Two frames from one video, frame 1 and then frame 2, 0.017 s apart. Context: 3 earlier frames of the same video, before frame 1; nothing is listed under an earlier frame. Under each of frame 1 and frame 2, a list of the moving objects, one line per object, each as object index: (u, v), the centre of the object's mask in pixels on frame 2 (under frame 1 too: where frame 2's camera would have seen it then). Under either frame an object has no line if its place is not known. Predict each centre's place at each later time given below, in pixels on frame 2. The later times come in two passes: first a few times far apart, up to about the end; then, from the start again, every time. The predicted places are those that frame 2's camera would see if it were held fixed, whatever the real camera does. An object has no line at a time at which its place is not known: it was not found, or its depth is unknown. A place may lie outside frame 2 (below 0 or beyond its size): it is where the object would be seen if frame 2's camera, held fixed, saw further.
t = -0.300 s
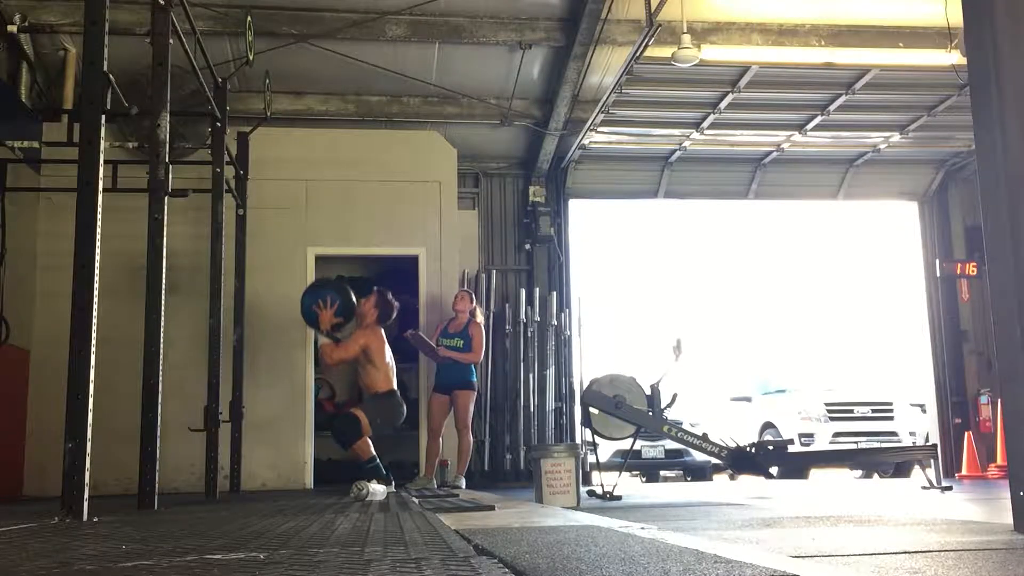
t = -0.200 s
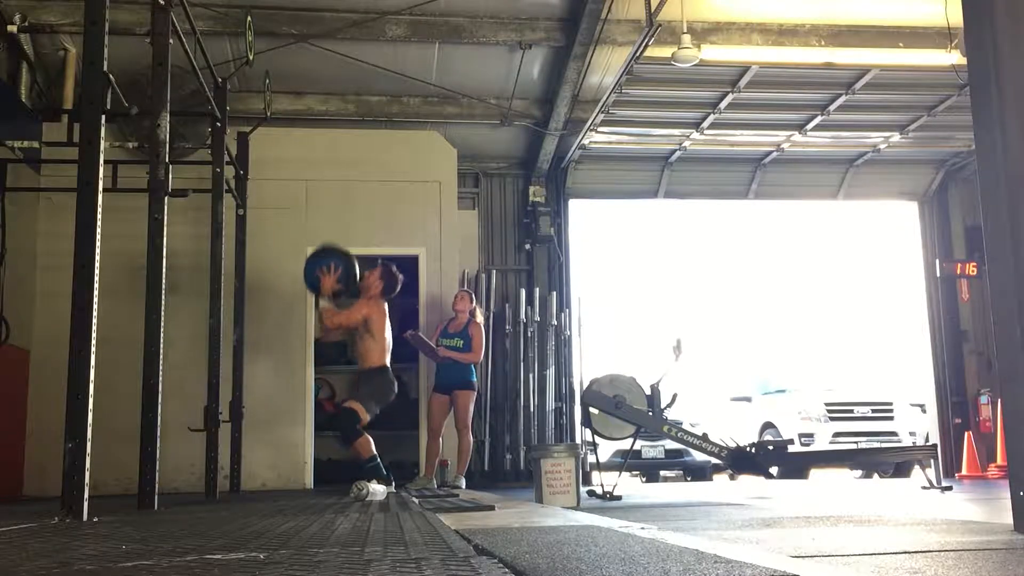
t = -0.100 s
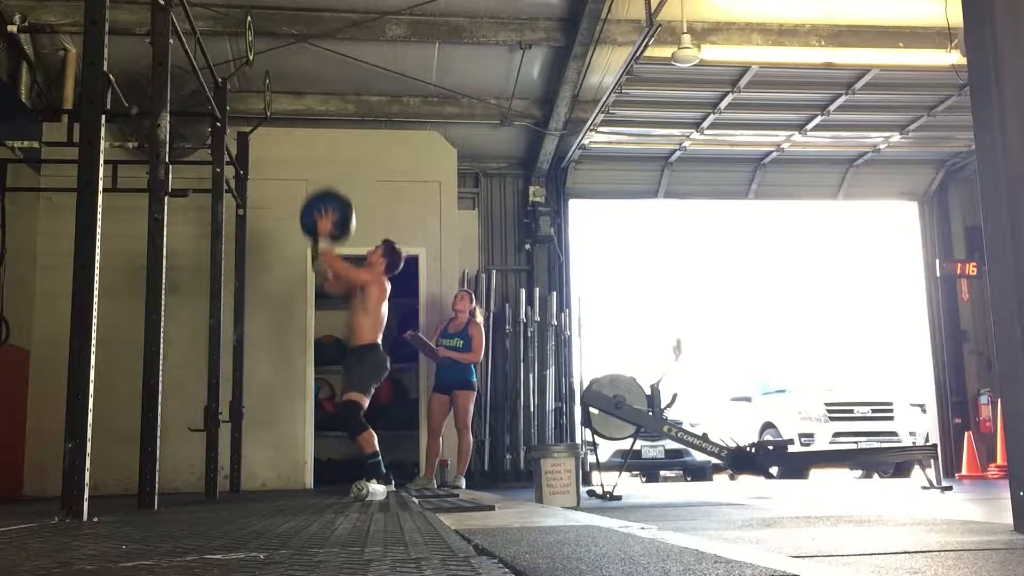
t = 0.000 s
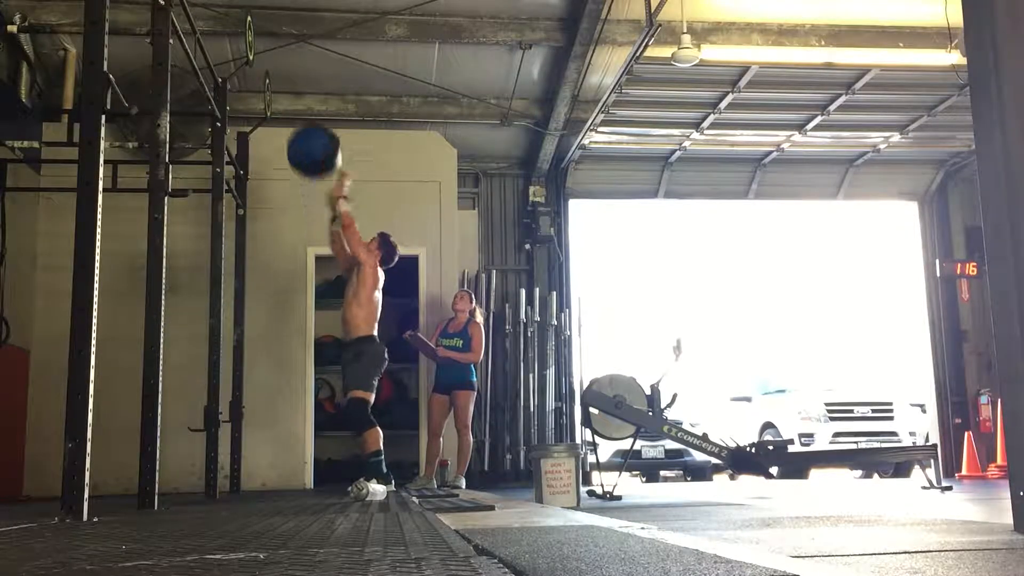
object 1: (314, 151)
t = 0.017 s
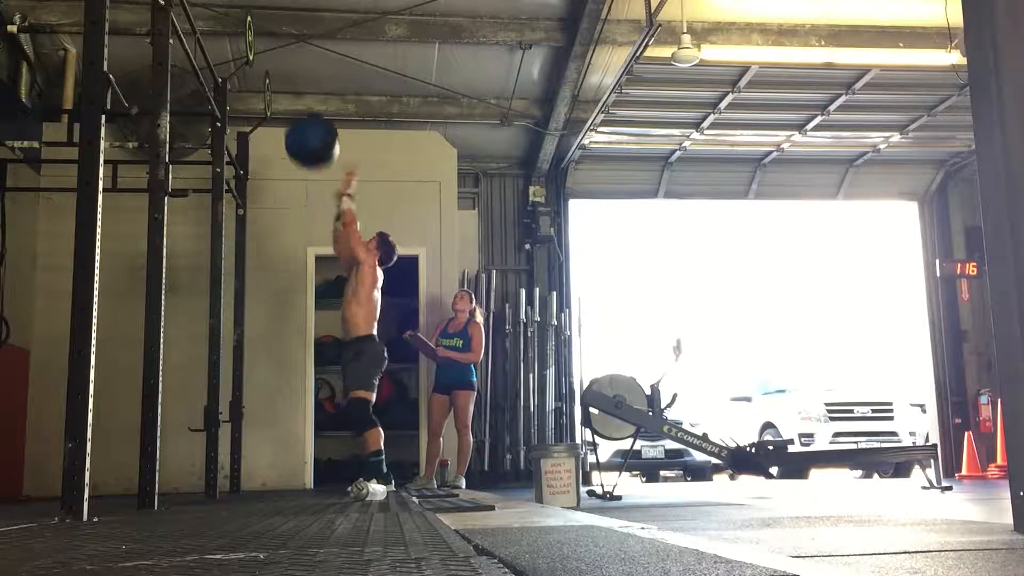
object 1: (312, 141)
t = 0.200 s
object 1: (288, 59)
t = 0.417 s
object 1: (279, 29)
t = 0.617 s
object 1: (295, 59)
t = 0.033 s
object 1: (310, 132)
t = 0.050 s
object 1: (308, 122)
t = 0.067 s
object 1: (306, 114)
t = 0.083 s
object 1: (304, 106)
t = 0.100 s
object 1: (301, 97)
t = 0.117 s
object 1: (298, 89)
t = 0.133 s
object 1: (296, 82)
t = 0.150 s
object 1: (294, 76)
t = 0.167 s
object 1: (292, 71)
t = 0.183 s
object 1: (290, 65)
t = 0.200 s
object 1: (288, 59)
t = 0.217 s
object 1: (286, 55)
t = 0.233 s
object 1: (283, 50)
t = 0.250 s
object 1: (281, 45)
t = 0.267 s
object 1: (279, 42)
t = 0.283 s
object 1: (277, 39)
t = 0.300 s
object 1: (275, 36)
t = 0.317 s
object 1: (274, 34)
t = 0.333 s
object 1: (274, 32)
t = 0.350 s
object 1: (274, 31)
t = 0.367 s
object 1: (275, 29)
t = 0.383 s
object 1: (276, 29)
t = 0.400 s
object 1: (277, 28)
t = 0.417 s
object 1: (279, 29)
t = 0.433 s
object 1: (280, 29)
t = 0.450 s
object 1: (281, 30)
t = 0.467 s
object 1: (283, 31)
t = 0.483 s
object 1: (284, 33)
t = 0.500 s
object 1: (285, 34)
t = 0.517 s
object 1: (287, 36)
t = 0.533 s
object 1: (288, 40)
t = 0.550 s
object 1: (290, 43)
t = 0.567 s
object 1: (291, 46)
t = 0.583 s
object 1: (293, 50)
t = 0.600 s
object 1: (294, 54)
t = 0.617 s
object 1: (295, 59)
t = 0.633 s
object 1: (297, 64)
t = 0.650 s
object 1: (298, 69)
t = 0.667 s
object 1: (299, 75)
